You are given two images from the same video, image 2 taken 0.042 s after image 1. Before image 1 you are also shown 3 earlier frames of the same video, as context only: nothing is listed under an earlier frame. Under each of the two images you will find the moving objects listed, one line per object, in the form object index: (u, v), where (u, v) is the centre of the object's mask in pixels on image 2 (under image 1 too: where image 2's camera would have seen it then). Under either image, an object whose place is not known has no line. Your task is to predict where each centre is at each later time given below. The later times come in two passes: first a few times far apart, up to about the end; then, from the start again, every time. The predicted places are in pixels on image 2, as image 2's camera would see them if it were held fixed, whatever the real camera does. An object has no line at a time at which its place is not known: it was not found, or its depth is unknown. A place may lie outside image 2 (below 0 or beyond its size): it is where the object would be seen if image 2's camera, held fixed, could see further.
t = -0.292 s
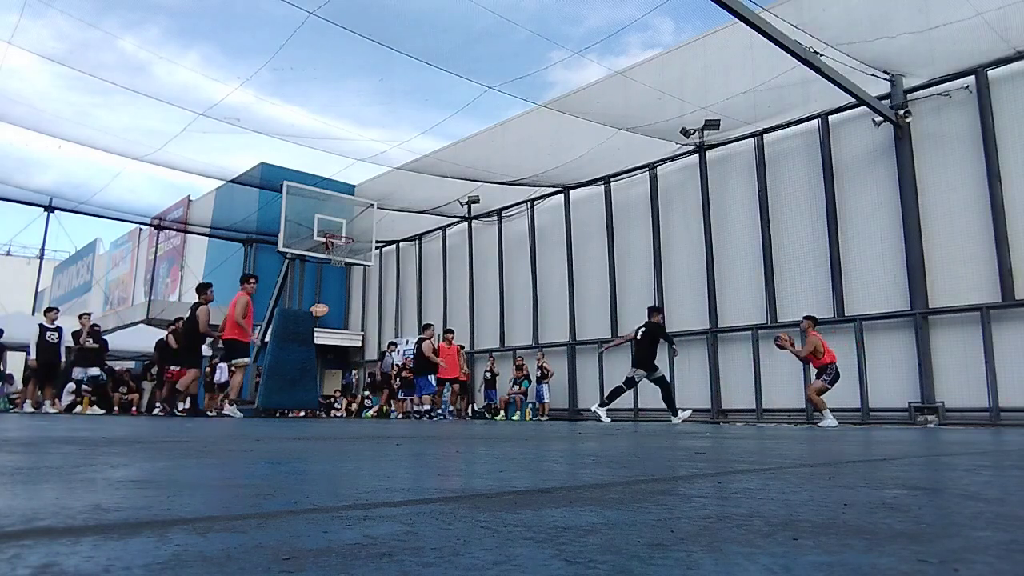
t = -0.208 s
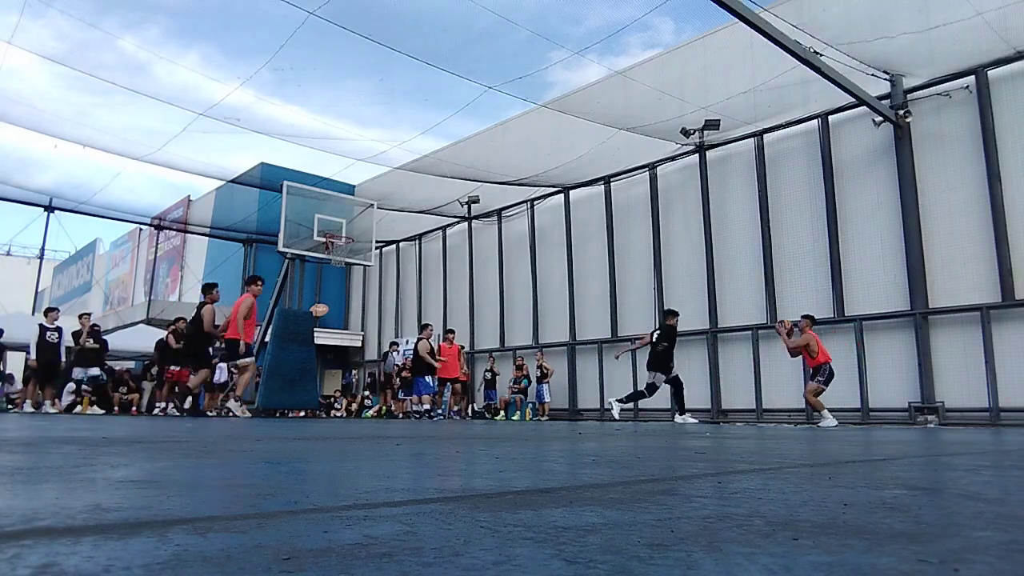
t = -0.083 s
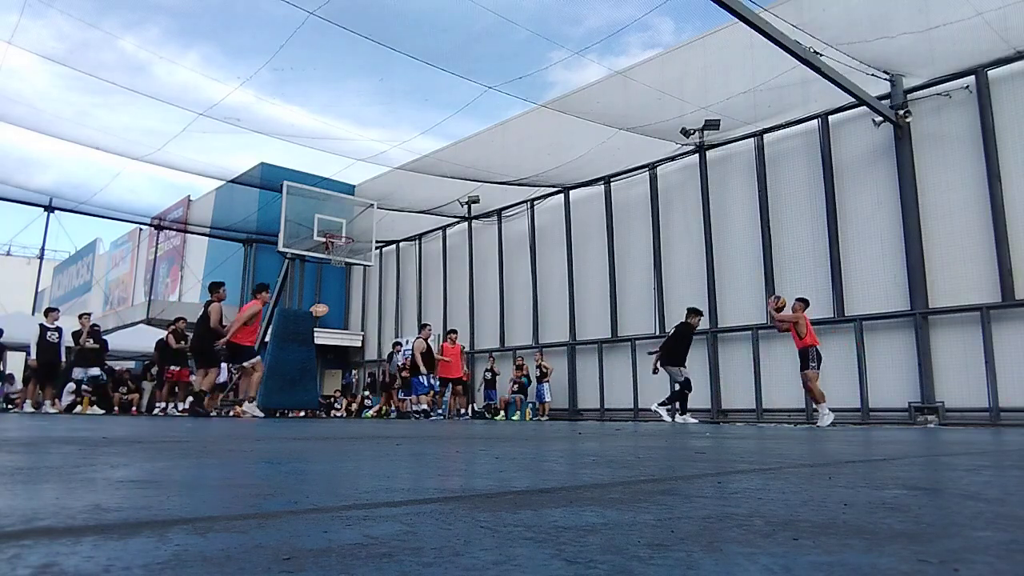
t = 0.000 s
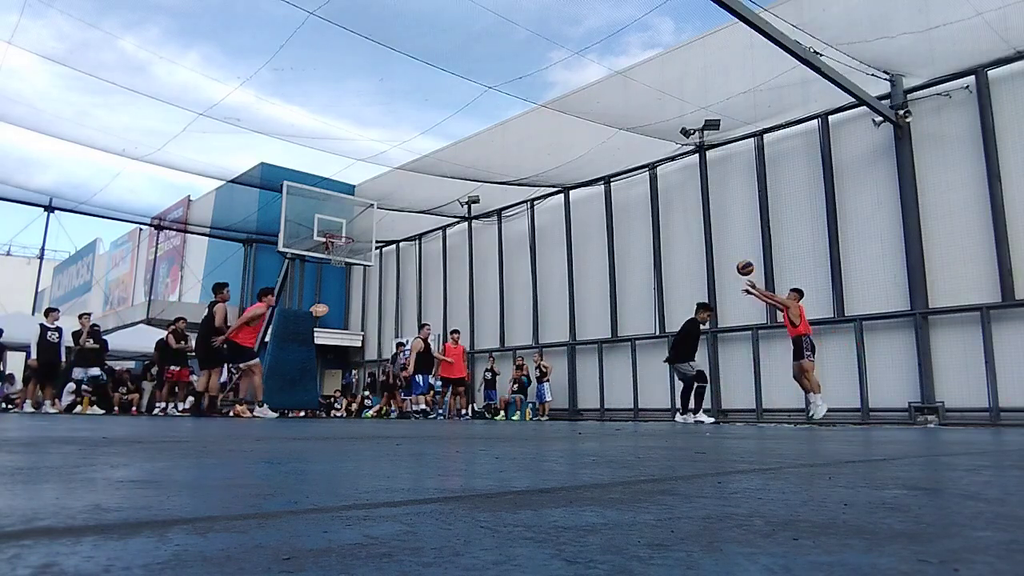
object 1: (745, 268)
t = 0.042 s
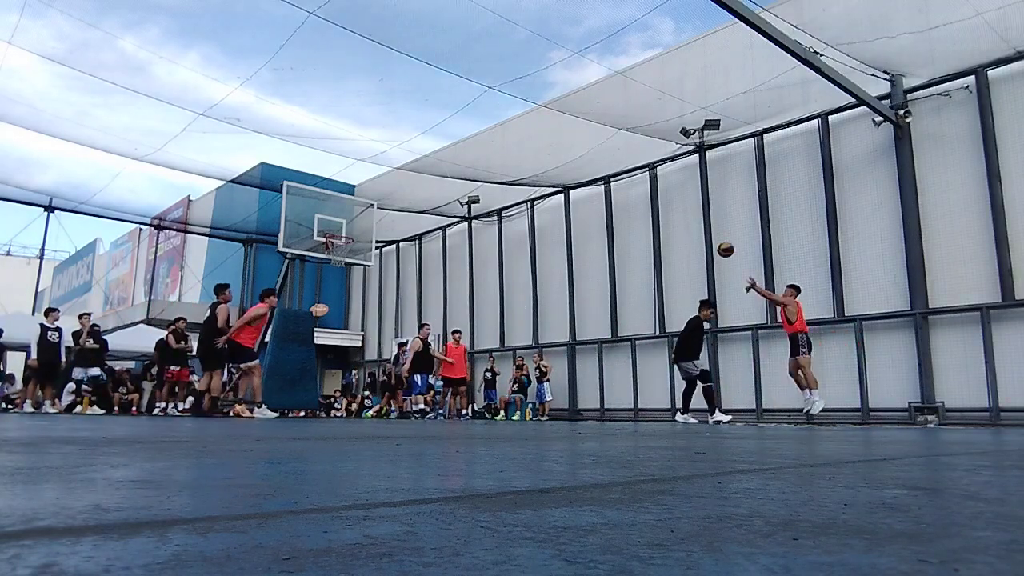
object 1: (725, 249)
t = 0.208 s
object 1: (654, 191)
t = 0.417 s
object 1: (576, 148)
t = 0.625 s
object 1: (506, 131)
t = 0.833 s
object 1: (442, 138)
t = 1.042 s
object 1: (381, 167)
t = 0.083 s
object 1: (707, 233)
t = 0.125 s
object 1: (688, 217)
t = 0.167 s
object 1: (671, 203)
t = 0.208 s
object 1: (654, 191)
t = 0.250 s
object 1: (637, 180)
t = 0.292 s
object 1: (621, 170)
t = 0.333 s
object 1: (606, 161)
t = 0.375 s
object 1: (591, 154)
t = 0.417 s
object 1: (576, 148)
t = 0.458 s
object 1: (561, 142)
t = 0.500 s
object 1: (547, 138)
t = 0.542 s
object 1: (533, 135)
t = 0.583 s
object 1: (520, 132)
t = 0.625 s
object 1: (506, 131)
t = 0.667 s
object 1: (493, 130)
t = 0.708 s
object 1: (480, 131)
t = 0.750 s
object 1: (468, 132)
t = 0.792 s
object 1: (455, 135)
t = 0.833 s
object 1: (442, 138)
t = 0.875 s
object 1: (429, 141)
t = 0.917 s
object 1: (417, 147)
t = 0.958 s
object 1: (405, 153)
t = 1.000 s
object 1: (393, 159)
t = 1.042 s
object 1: (381, 167)
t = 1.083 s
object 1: (369, 175)
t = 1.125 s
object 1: (357, 184)
